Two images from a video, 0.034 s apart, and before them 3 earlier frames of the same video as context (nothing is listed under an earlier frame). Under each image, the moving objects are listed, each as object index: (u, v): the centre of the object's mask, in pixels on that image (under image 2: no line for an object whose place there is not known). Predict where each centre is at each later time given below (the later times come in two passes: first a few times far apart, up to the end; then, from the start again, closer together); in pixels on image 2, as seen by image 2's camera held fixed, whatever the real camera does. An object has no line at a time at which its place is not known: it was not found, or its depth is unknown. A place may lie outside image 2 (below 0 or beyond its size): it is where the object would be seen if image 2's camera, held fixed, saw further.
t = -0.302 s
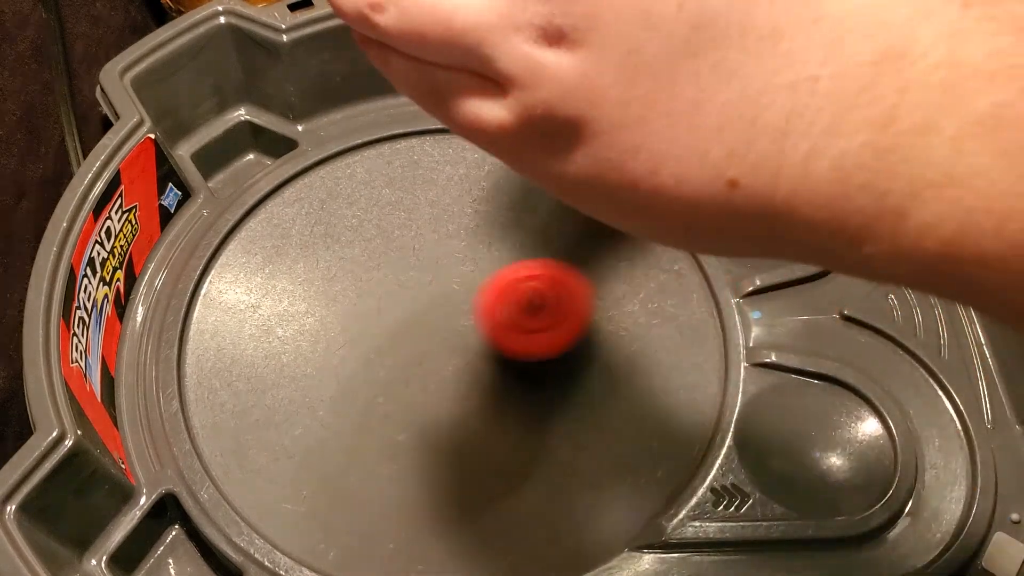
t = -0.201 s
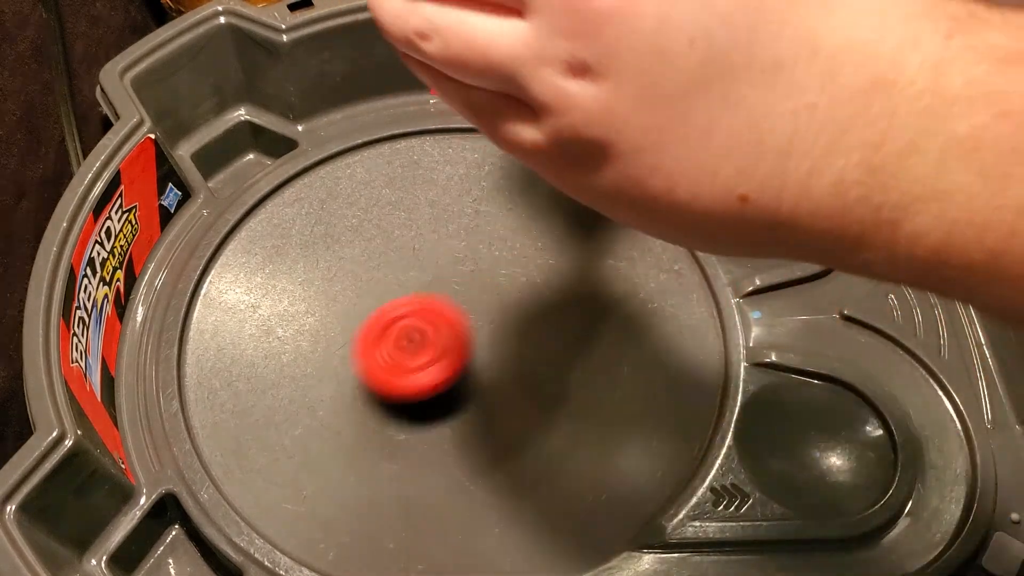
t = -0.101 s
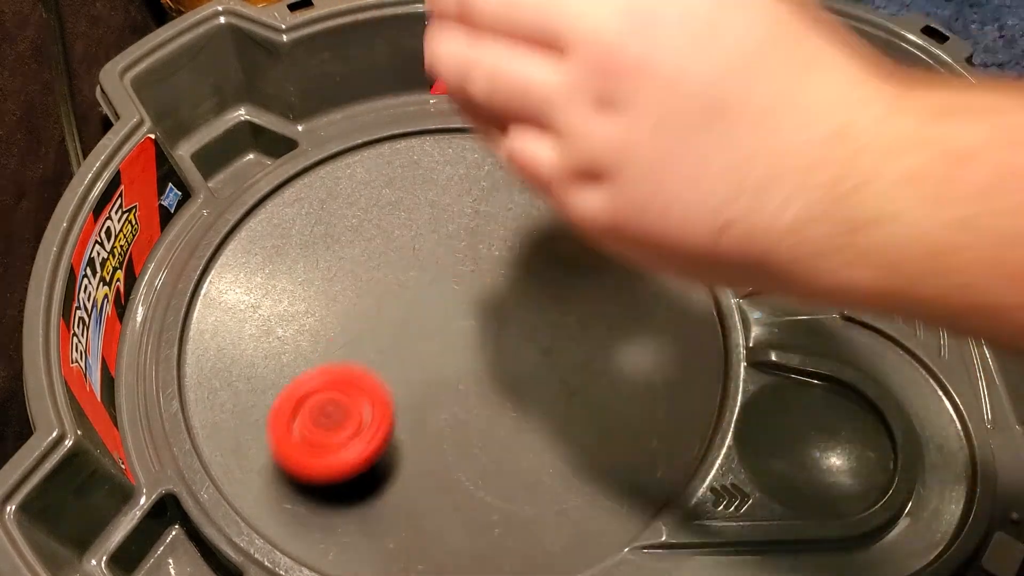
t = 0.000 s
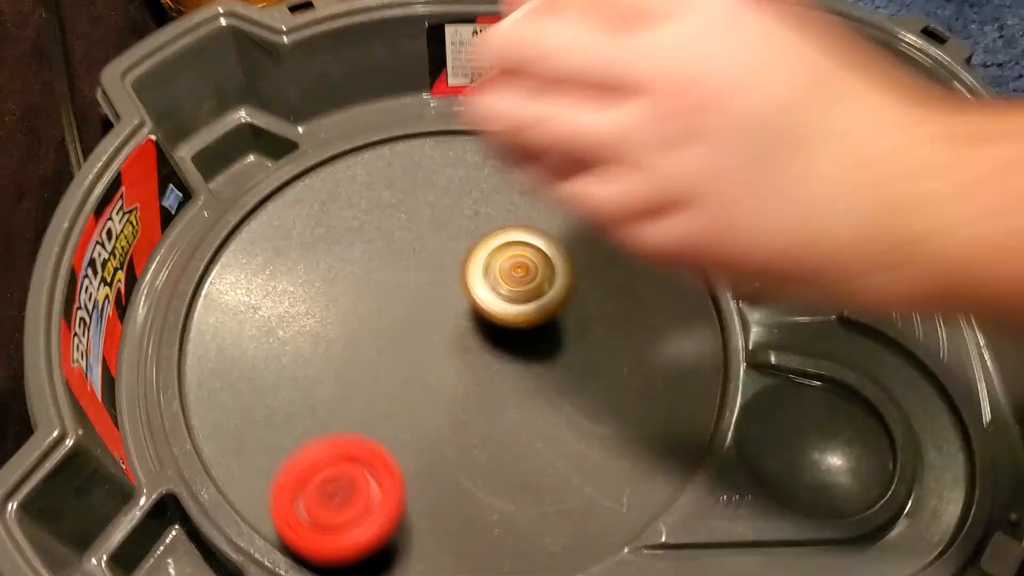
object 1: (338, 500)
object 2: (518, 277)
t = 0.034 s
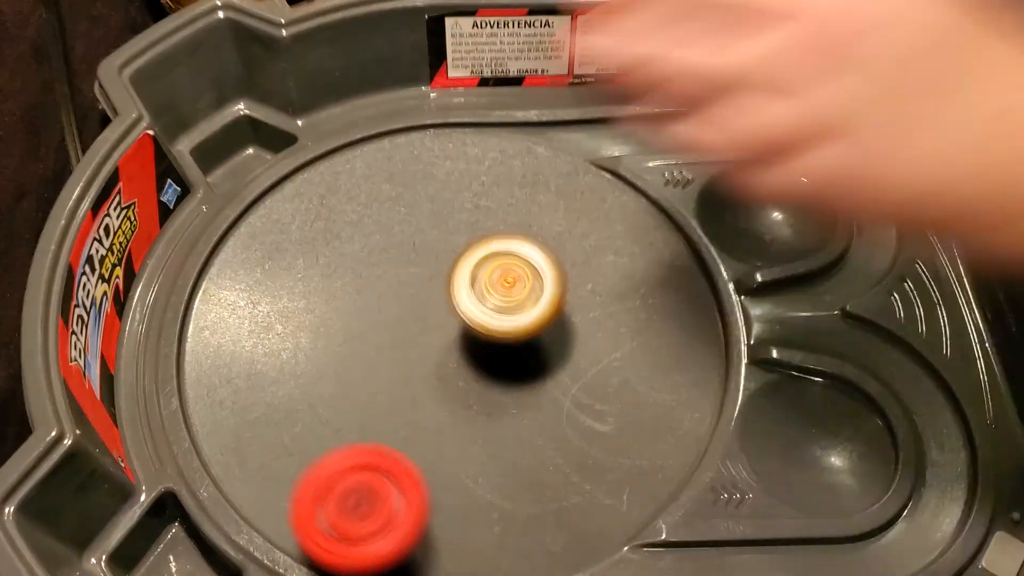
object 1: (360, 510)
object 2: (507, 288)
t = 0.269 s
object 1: (606, 512)
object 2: (341, 425)
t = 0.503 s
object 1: (601, 230)
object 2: (213, 261)
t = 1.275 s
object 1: (404, 369)
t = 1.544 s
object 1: (629, 483)
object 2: (163, 521)
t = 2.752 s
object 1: (532, 155)
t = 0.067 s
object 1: (386, 521)
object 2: (494, 312)
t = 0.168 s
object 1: (484, 535)
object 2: (436, 396)
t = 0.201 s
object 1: (524, 531)
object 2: (409, 413)
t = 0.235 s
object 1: (564, 524)
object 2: (376, 422)
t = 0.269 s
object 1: (606, 512)
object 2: (341, 425)
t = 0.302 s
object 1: (639, 481)
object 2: (304, 420)
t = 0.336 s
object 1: (660, 441)
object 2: (270, 408)
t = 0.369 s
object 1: (672, 397)
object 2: (235, 389)
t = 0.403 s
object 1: (671, 351)
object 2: (208, 363)
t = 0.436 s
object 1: (657, 307)
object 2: (187, 331)
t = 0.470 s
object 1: (634, 265)
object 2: (196, 297)
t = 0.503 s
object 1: (601, 230)
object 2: (213, 261)
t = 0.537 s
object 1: (561, 202)
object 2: (234, 224)
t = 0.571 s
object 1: (517, 180)
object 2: (261, 191)
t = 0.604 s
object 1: (468, 168)
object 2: (297, 164)
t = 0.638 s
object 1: (448, 165)
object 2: (312, 141)
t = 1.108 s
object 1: (476, 241)
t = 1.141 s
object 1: (452, 258)
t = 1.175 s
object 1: (432, 282)
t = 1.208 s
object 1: (416, 309)
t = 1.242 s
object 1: (407, 338)
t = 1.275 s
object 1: (404, 369)
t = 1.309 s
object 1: (411, 398)
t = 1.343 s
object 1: (427, 427)
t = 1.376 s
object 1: (449, 453)
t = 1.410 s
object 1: (480, 475)
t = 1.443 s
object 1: (516, 488)
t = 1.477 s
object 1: (552, 492)
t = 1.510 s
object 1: (590, 491)
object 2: (168, 525)
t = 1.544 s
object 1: (629, 483)
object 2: (163, 521)
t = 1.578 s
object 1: (662, 466)
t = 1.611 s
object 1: (680, 436)
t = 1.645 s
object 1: (689, 402)
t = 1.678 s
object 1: (691, 365)
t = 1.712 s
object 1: (685, 328)
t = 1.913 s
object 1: (502, 194)
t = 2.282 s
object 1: (282, 423)
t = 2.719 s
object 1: (552, 171)
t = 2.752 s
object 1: (532, 155)
